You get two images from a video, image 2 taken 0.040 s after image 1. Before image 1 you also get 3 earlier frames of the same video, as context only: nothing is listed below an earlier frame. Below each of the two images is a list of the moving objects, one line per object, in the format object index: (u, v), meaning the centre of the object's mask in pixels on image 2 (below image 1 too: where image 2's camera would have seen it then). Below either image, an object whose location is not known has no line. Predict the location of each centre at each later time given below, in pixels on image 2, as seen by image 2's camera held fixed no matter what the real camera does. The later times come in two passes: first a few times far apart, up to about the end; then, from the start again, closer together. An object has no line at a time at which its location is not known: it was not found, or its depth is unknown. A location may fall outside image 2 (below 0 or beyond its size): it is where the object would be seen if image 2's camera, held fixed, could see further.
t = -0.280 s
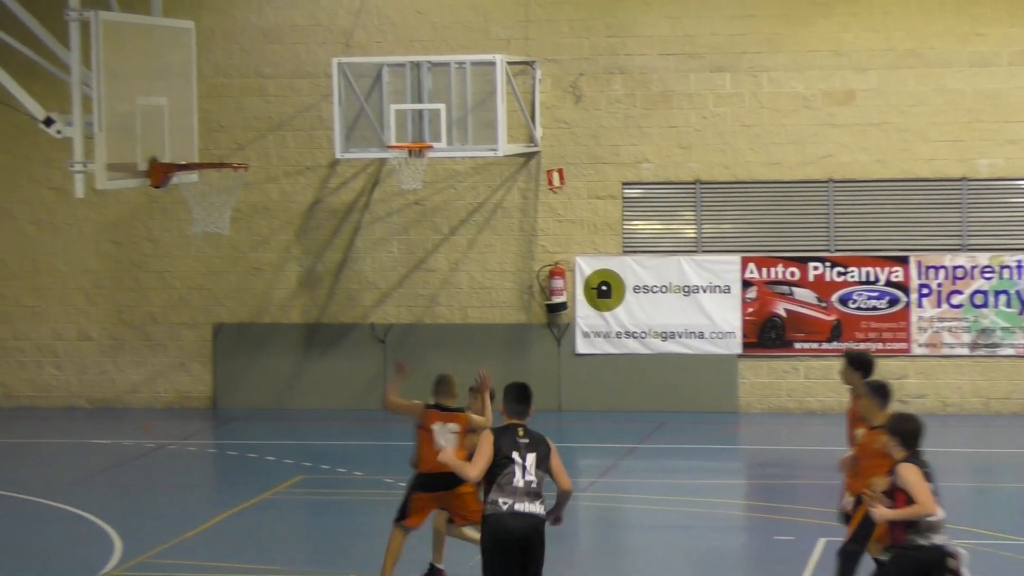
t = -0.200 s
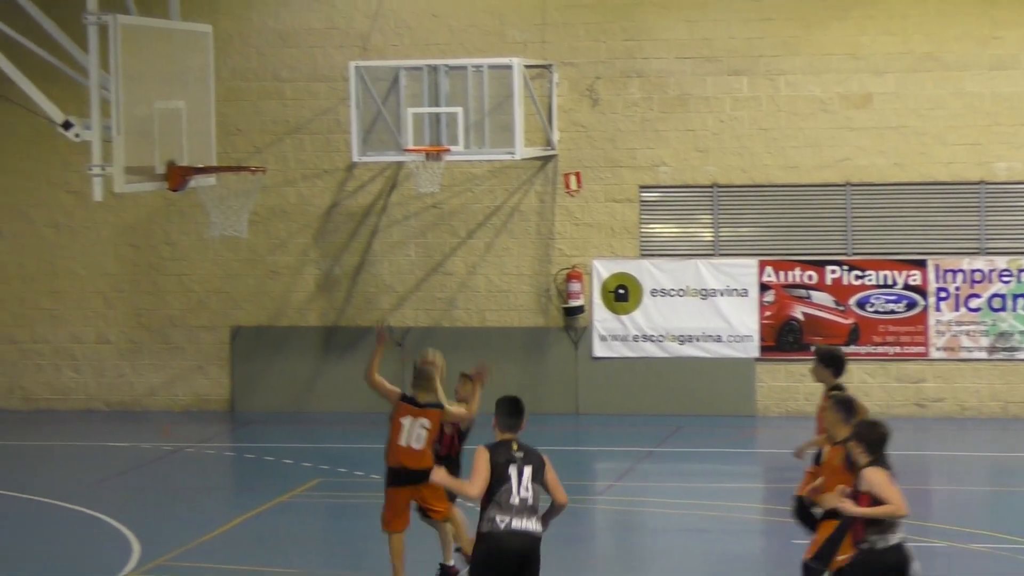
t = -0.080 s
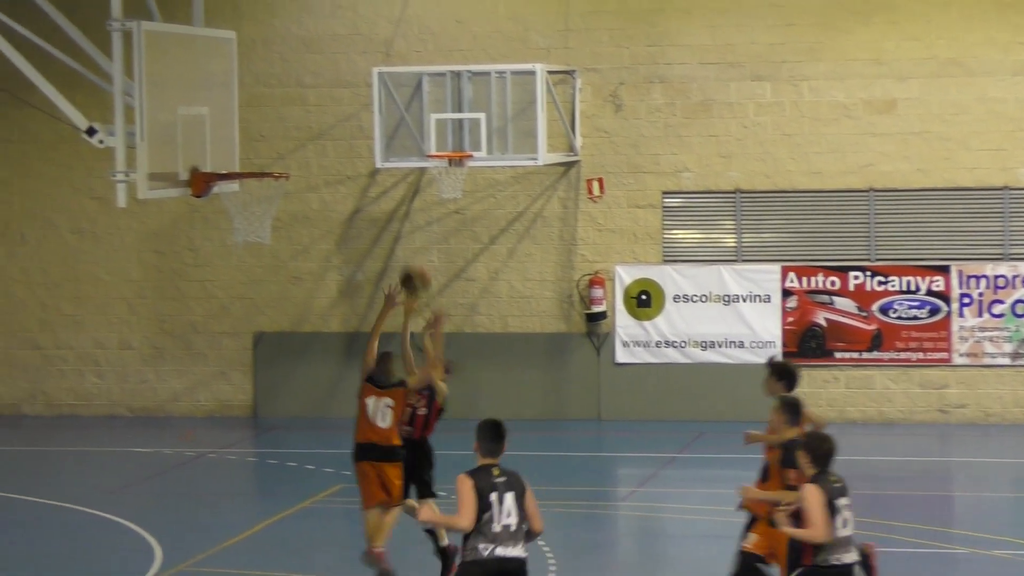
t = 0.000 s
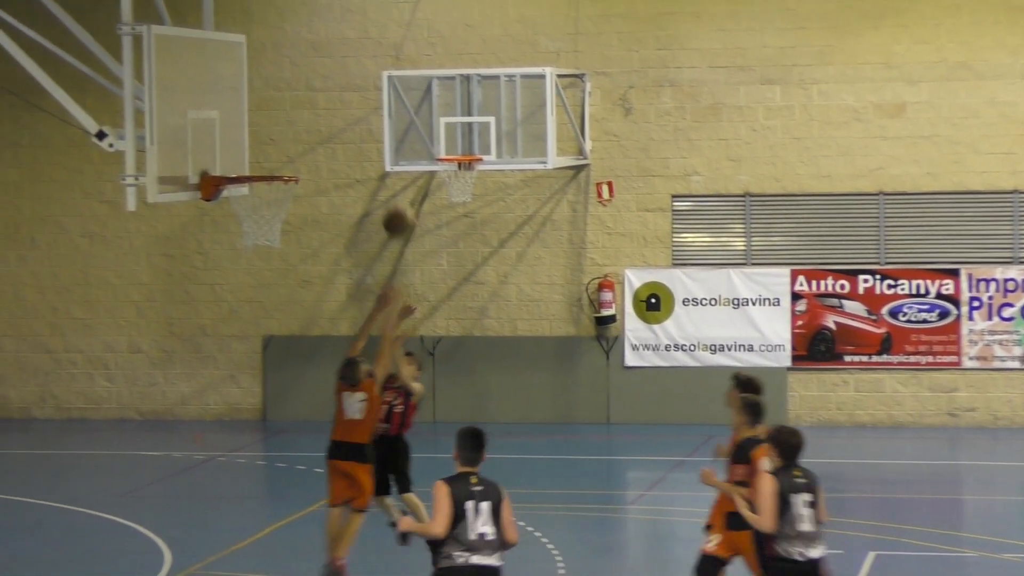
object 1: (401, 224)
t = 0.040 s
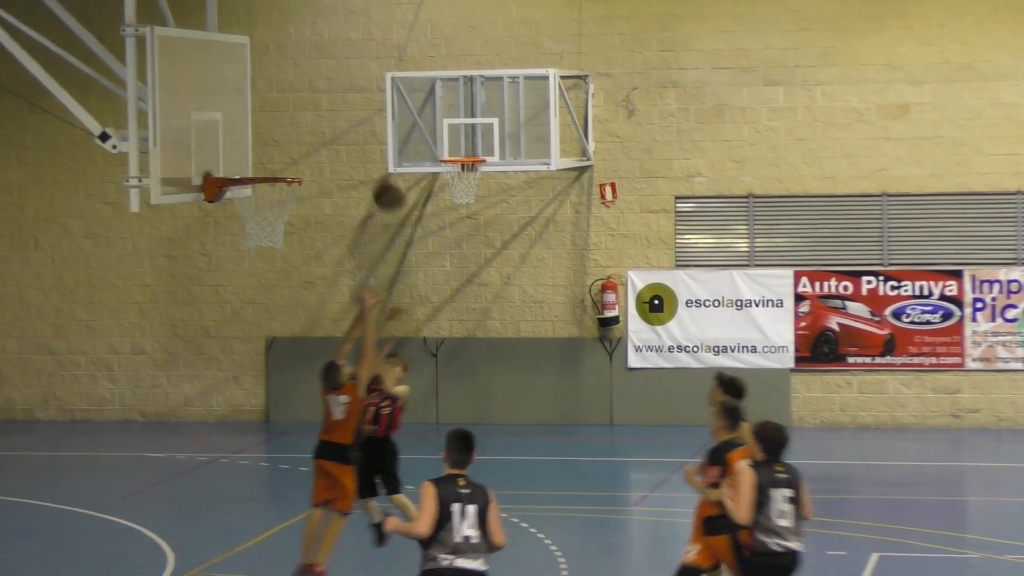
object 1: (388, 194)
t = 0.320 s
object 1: (296, 47)
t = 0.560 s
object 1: (211, 4)
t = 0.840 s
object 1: (239, 24)
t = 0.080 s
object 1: (376, 169)
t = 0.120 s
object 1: (362, 144)
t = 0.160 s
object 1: (349, 121)
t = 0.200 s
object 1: (335, 99)
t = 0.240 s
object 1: (322, 79)
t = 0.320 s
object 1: (296, 47)
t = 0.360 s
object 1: (283, 36)
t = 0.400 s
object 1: (269, 24)
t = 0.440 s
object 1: (255, 14)
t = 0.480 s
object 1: (241, 10)
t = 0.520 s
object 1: (227, 6)
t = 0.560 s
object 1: (211, 4)
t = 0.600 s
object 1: (198, 5)
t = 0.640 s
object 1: (188, 7)
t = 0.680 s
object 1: (198, 5)
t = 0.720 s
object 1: (209, 4)
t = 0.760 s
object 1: (218, 9)
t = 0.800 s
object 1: (229, 16)
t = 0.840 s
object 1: (239, 24)
